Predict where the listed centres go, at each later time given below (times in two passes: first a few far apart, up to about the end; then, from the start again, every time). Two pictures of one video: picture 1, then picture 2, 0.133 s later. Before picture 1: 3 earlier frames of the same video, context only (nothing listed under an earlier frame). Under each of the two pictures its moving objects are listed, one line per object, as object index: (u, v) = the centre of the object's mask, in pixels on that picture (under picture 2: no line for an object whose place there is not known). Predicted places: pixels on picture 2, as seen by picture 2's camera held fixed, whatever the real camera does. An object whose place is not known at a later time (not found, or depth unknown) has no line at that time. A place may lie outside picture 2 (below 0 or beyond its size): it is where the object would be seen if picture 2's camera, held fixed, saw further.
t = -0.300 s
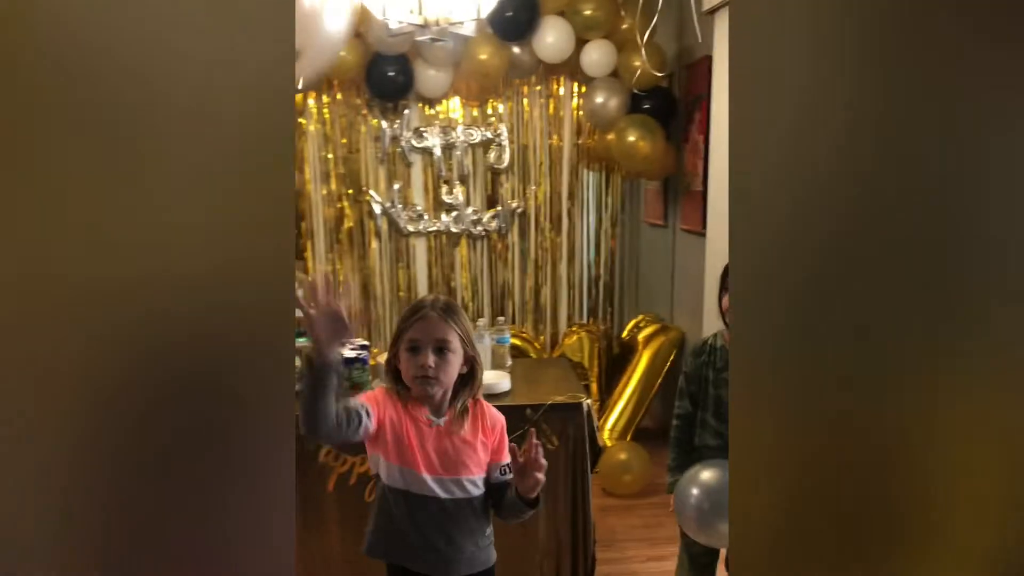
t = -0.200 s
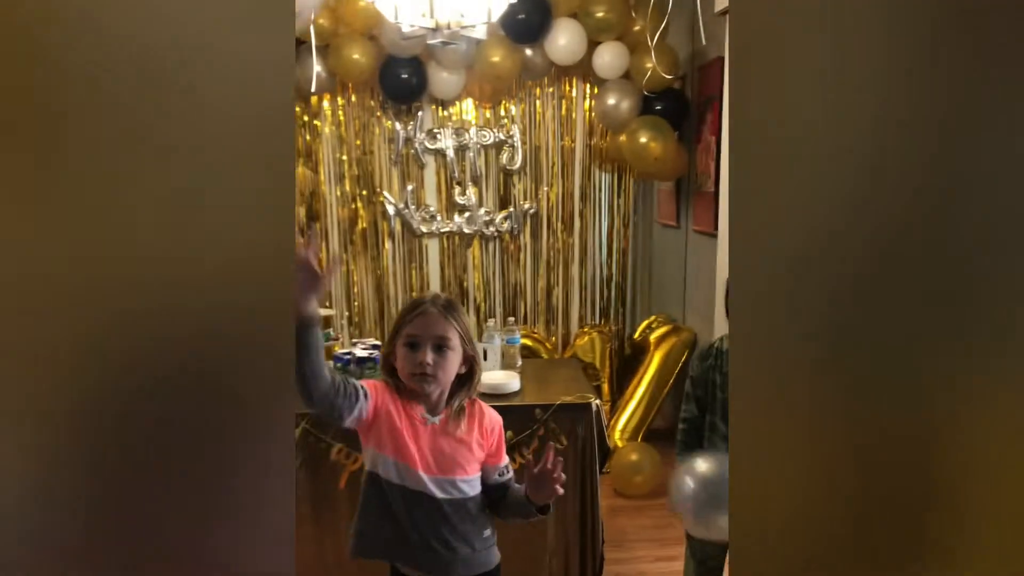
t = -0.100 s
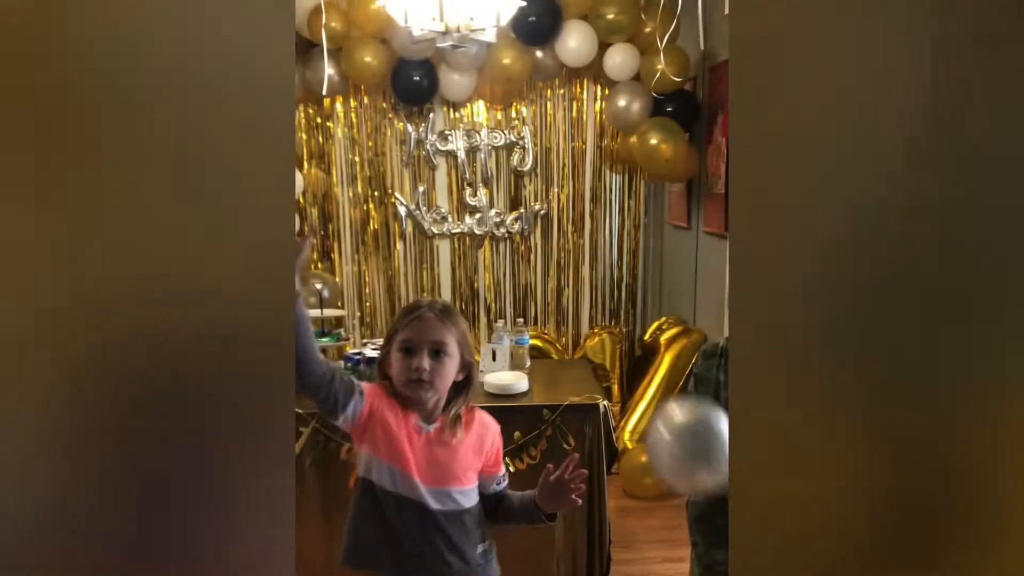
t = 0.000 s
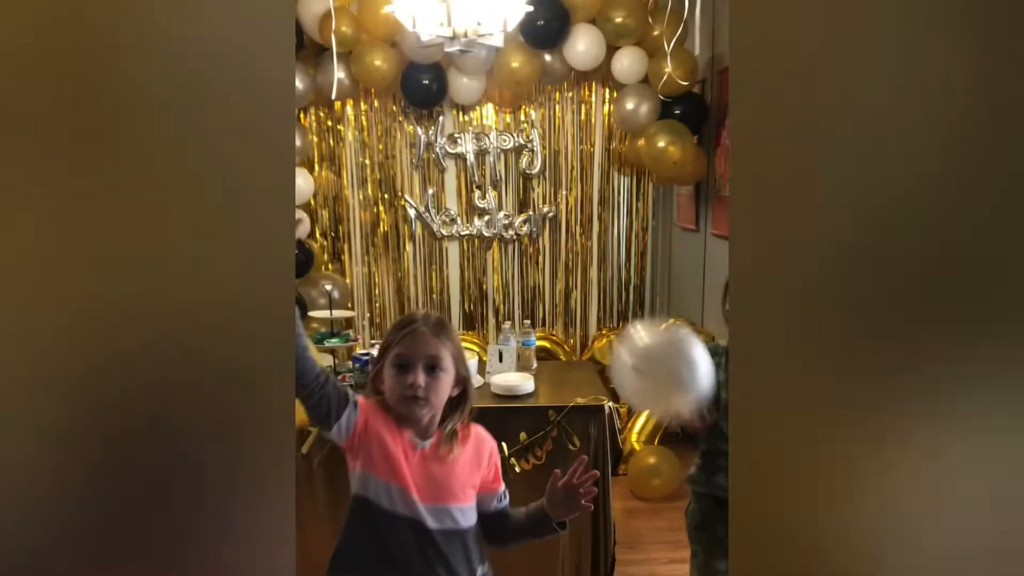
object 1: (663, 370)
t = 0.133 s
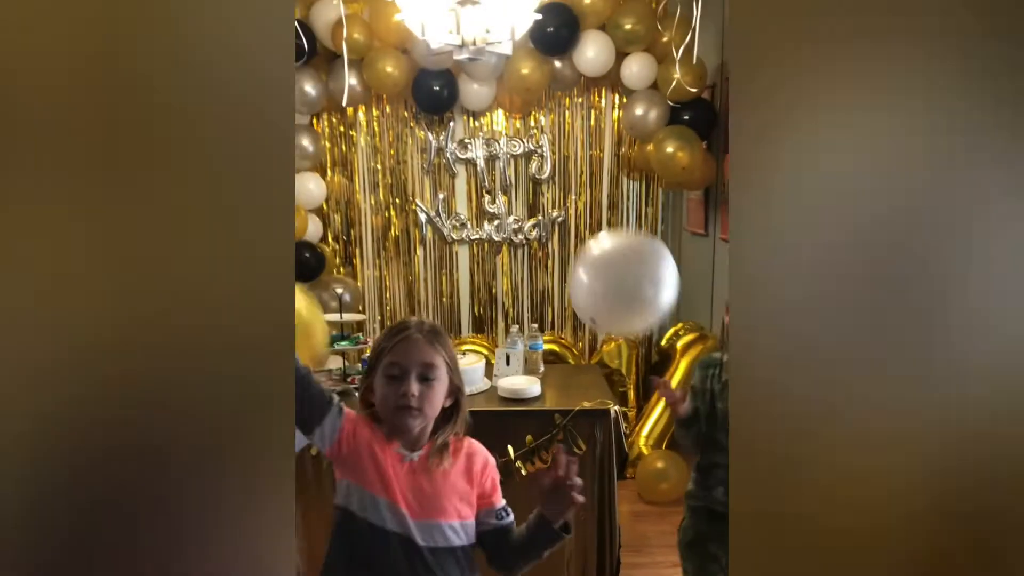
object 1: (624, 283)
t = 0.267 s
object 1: (591, 219)
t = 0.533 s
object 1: (549, 164)
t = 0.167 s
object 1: (615, 264)
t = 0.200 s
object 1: (606, 248)
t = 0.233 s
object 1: (598, 233)
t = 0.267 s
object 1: (591, 219)
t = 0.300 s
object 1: (585, 208)
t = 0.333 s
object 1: (579, 198)
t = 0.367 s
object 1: (573, 189)
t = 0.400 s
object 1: (569, 182)
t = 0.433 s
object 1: (564, 175)
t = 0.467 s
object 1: (559, 171)
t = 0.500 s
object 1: (553, 167)
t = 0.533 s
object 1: (549, 164)
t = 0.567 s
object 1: (543, 162)
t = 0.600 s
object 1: (537, 161)
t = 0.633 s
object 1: (533, 162)
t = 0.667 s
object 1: (528, 163)
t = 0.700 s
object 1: (522, 165)
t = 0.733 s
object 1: (517, 168)
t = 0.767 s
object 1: (511, 173)
